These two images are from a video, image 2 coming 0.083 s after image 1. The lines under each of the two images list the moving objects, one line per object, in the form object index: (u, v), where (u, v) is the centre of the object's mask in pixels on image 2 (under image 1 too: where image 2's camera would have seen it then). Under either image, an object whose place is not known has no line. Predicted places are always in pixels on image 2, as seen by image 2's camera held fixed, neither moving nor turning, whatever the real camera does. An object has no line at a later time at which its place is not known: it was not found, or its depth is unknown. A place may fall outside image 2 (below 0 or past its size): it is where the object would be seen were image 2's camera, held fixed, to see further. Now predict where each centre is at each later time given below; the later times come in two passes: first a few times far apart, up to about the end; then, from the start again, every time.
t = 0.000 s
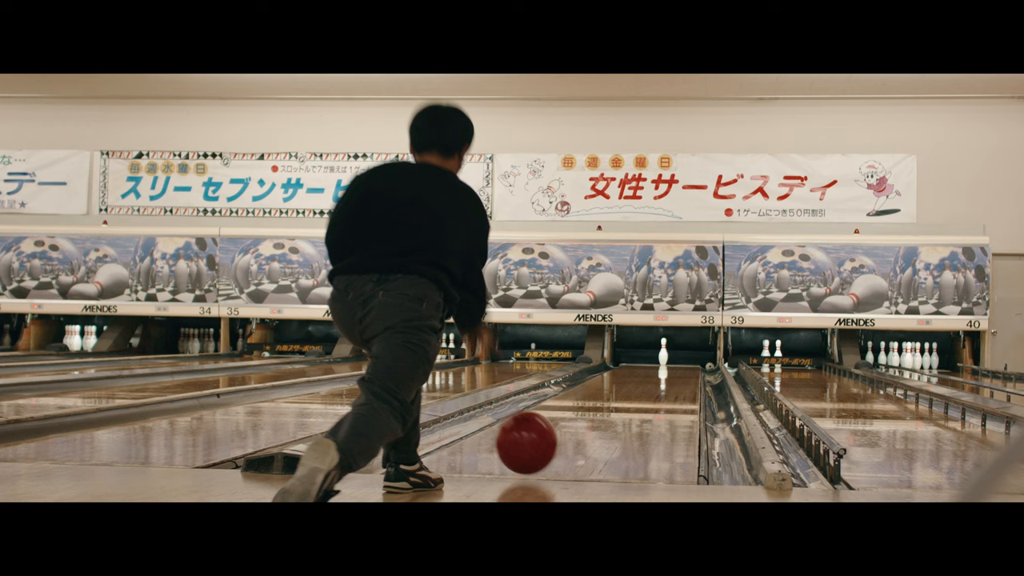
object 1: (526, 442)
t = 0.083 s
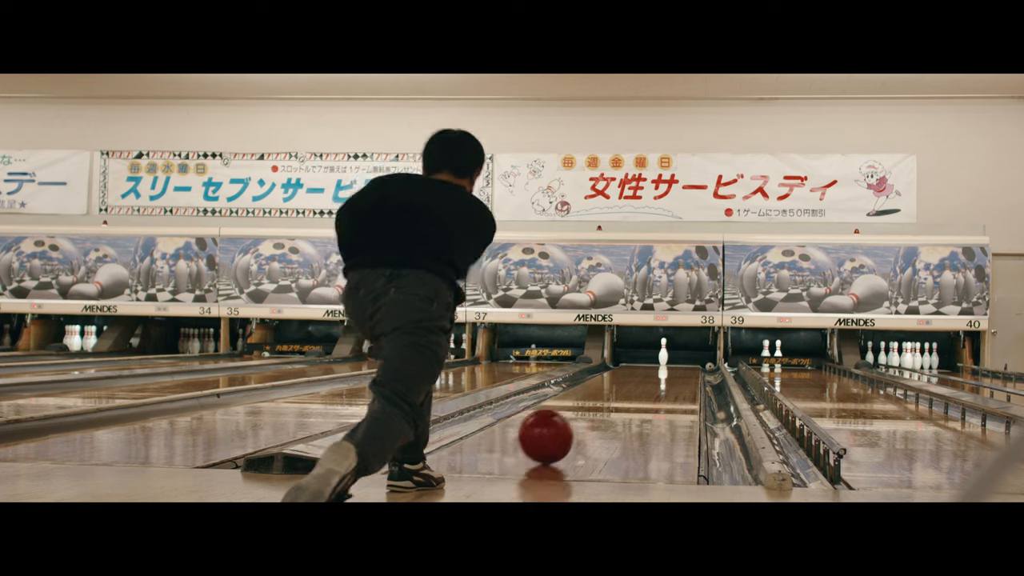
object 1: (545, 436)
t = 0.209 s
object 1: (567, 420)
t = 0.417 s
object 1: (592, 402)
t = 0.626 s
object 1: (608, 390)
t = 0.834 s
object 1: (620, 381)
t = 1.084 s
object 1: (631, 373)
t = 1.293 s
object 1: (637, 368)
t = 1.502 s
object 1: (642, 365)
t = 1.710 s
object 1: (646, 361)
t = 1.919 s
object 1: (649, 360)
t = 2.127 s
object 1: (652, 357)
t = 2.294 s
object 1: (641, 356)
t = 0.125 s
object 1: (553, 430)
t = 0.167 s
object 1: (561, 425)
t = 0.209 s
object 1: (567, 420)
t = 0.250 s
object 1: (573, 416)
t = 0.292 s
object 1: (578, 411)
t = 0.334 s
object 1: (583, 408)
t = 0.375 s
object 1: (587, 404)
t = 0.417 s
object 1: (592, 402)
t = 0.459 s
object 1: (595, 398)
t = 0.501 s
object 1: (599, 396)
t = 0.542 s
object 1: (602, 394)
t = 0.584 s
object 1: (606, 392)
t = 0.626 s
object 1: (608, 390)
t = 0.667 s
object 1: (611, 387)
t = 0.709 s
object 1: (613, 386)
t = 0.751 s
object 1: (616, 384)
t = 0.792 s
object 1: (618, 382)
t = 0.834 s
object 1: (620, 381)
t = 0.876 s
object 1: (622, 379)
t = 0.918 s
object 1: (624, 378)
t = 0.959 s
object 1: (626, 377)
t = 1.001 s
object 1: (627, 375)
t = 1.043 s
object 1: (629, 374)
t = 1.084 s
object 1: (631, 373)
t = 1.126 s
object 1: (632, 372)
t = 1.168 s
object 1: (633, 371)
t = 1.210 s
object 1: (635, 370)
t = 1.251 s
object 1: (636, 370)
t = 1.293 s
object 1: (637, 368)
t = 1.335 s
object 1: (638, 368)
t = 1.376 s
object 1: (639, 367)
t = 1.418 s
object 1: (640, 366)
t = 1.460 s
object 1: (641, 365)
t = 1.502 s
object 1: (642, 365)
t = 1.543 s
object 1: (643, 364)
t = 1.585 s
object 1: (644, 364)
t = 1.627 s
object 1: (645, 363)
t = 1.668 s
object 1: (645, 362)
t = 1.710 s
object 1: (646, 361)
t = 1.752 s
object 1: (647, 361)
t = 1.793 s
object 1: (648, 360)
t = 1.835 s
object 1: (648, 360)
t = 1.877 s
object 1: (649, 360)
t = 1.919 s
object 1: (649, 360)
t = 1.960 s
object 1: (650, 359)
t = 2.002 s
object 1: (650, 359)
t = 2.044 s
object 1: (651, 358)
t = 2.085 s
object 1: (651, 358)
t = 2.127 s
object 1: (652, 357)
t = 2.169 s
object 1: (652, 357)
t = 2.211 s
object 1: (649, 357)
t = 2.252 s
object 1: (645, 356)
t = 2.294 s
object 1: (641, 356)
